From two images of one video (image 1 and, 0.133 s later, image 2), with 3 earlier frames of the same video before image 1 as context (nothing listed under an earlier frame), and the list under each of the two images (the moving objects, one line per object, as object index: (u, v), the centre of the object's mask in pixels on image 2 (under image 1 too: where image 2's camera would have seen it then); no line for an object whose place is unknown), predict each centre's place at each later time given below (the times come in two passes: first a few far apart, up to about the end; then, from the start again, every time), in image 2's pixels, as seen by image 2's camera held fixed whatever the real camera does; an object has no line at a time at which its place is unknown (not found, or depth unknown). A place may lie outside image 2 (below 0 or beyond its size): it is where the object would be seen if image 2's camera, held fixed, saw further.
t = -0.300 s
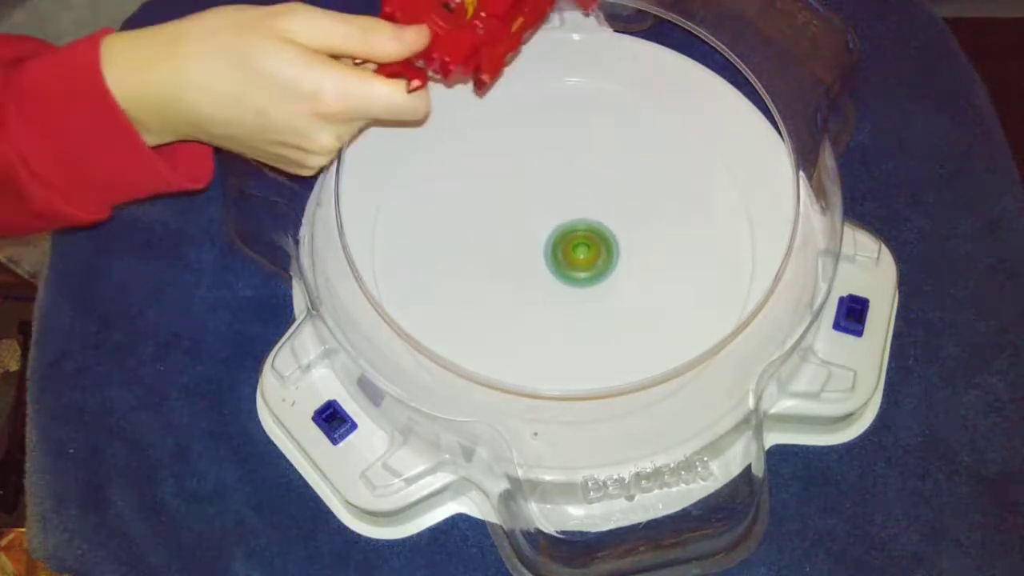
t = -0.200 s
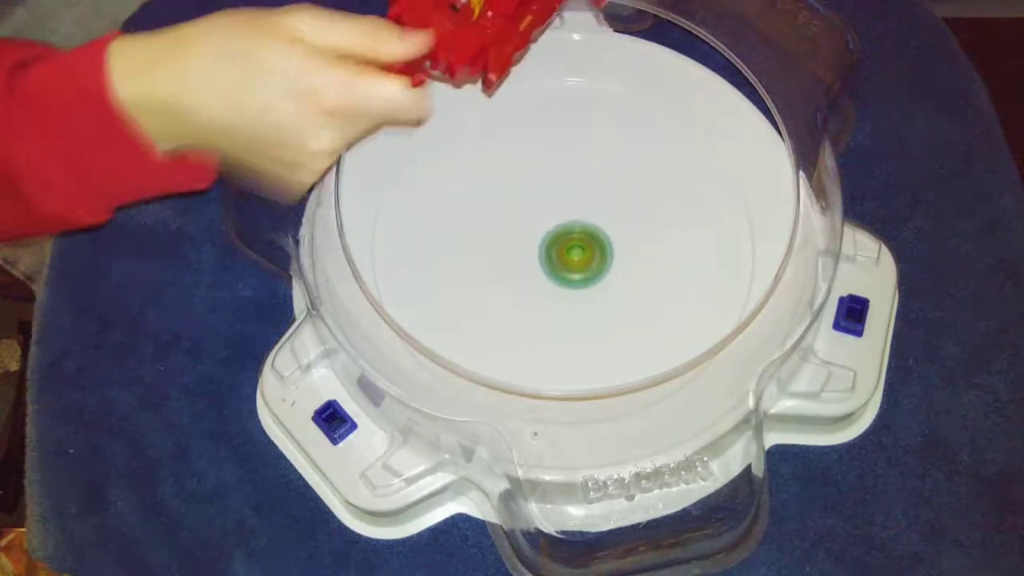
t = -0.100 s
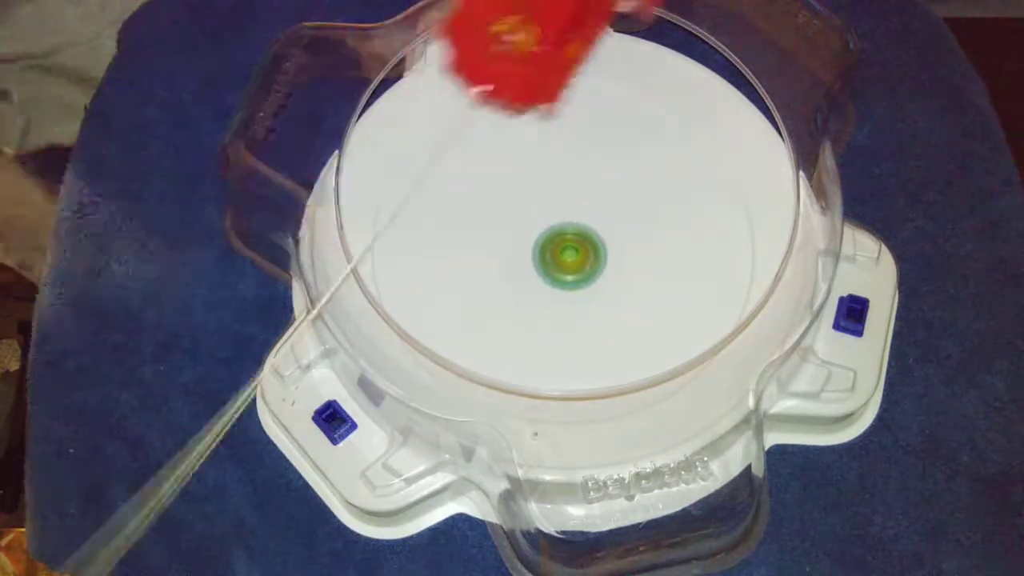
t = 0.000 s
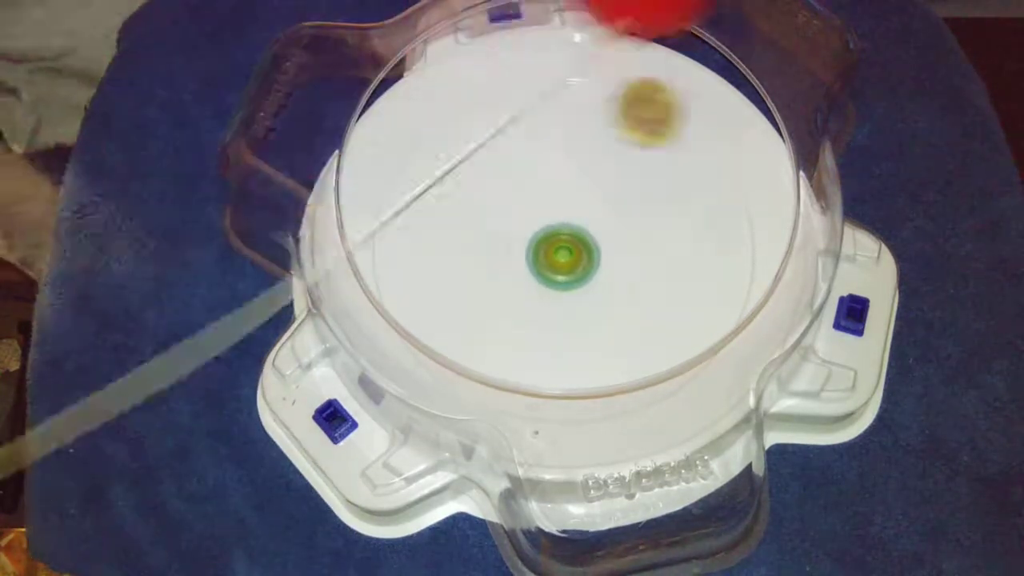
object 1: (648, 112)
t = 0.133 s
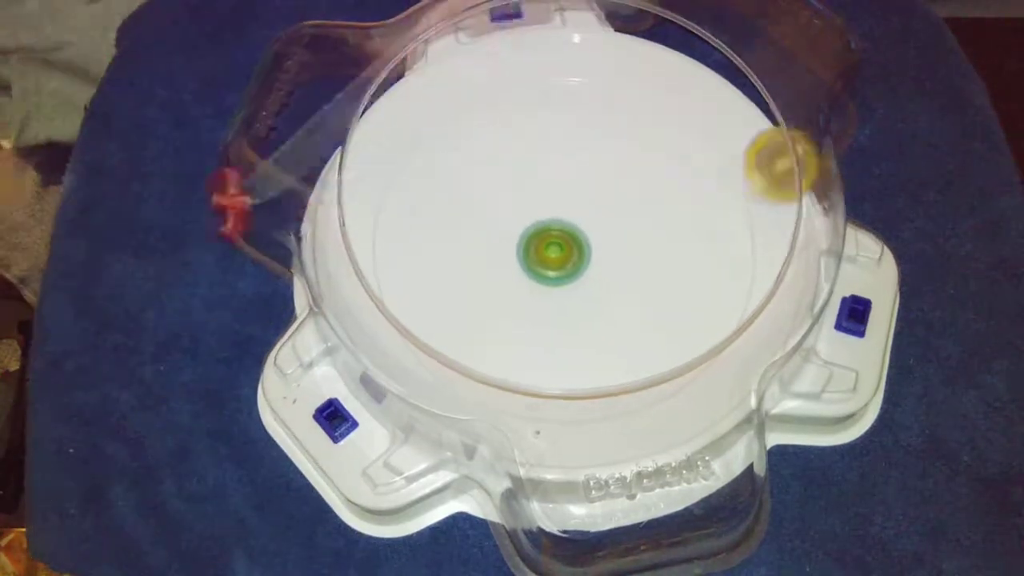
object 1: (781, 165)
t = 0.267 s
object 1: (709, 230)
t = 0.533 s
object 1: (622, 400)
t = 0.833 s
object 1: (588, 277)
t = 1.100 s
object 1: (587, 123)
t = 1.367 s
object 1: (587, 172)
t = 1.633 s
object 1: (589, 195)
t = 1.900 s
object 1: (582, 232)
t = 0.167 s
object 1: (766, 183)
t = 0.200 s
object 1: (754, 197)
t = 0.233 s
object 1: (733, 216)
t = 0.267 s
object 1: (709, 230)
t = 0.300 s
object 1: (680, 244)
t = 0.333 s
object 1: (648, 256)
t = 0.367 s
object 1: (617, 268)
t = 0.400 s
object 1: (615, 300)
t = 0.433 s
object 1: (618, 328)
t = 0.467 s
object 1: (620, 352)
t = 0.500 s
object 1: (621, 382)
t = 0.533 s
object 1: (622, 400)
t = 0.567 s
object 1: (622, 411)
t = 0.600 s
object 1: (616, 406)
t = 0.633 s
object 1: (611, 401)
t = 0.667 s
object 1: (607, 390)
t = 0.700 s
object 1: (602, 366)
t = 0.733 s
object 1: (597, 351)
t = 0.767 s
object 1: (594, 329)
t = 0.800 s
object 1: (590, 304)
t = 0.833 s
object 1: (588, 277)
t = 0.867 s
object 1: (587, 251)
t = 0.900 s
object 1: (587, 225)
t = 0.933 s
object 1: (587, 201)
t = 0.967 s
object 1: (587, 179)
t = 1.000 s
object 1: (587, 159)
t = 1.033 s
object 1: (587, 144)
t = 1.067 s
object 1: (587, 131)
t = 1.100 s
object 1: (587, 123)
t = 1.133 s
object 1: (587, 119)
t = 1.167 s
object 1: (586, 121)
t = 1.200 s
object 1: (585, 127)
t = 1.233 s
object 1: (584, 139)
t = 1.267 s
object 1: (583, 151)
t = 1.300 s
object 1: (585, 156)
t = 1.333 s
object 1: (586, 163)
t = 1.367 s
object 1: (587, 172)
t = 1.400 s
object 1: (587, 184)
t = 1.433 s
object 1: (587, 197)
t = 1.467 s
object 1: (588, 211)
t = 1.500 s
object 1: (589, 212)
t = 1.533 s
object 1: (589, 205)
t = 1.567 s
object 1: (589, 200)
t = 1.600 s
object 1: (589, 197)
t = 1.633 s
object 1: (589, 195)
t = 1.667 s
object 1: (588, 196)
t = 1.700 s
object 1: (587, 198)
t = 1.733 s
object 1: (587, 200)
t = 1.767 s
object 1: (587, 205)
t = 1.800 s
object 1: (585, 210)
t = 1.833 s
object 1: (584, 217)
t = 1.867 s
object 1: (583, 224)
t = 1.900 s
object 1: (582, 232)
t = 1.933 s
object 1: (580, 240)
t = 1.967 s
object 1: (579, 241)
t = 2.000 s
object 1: (574, 184)
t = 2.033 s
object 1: (570, 131)
